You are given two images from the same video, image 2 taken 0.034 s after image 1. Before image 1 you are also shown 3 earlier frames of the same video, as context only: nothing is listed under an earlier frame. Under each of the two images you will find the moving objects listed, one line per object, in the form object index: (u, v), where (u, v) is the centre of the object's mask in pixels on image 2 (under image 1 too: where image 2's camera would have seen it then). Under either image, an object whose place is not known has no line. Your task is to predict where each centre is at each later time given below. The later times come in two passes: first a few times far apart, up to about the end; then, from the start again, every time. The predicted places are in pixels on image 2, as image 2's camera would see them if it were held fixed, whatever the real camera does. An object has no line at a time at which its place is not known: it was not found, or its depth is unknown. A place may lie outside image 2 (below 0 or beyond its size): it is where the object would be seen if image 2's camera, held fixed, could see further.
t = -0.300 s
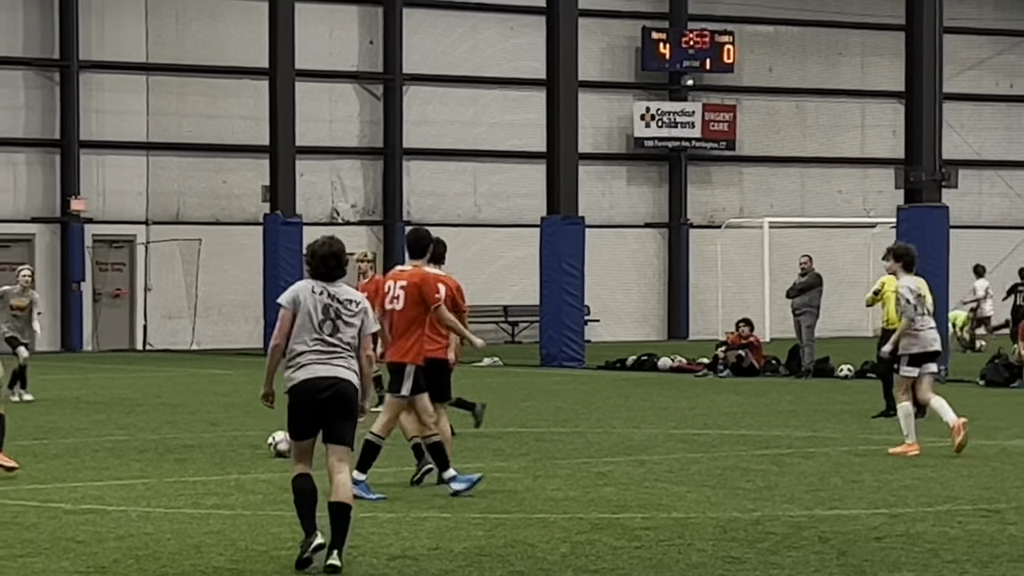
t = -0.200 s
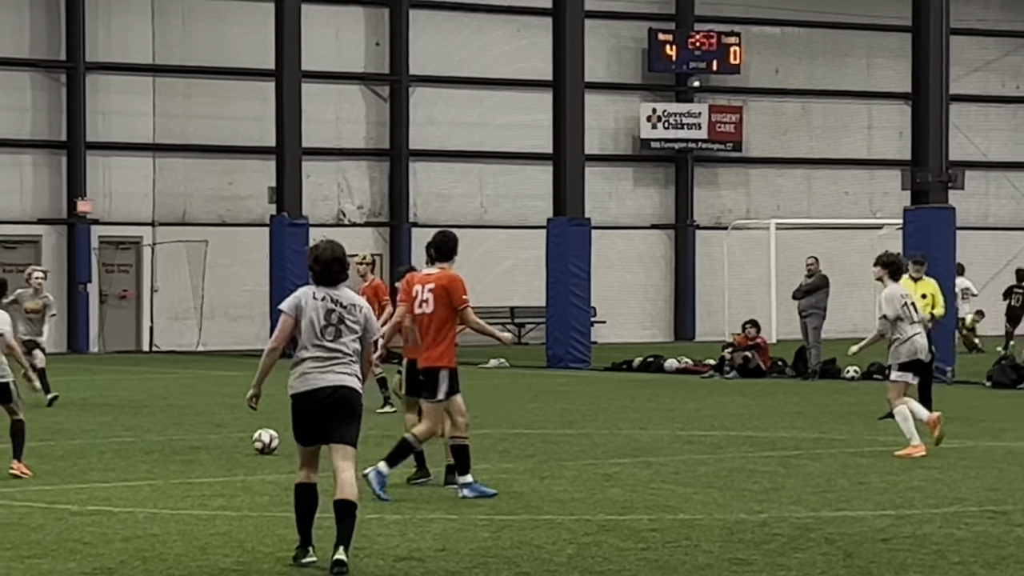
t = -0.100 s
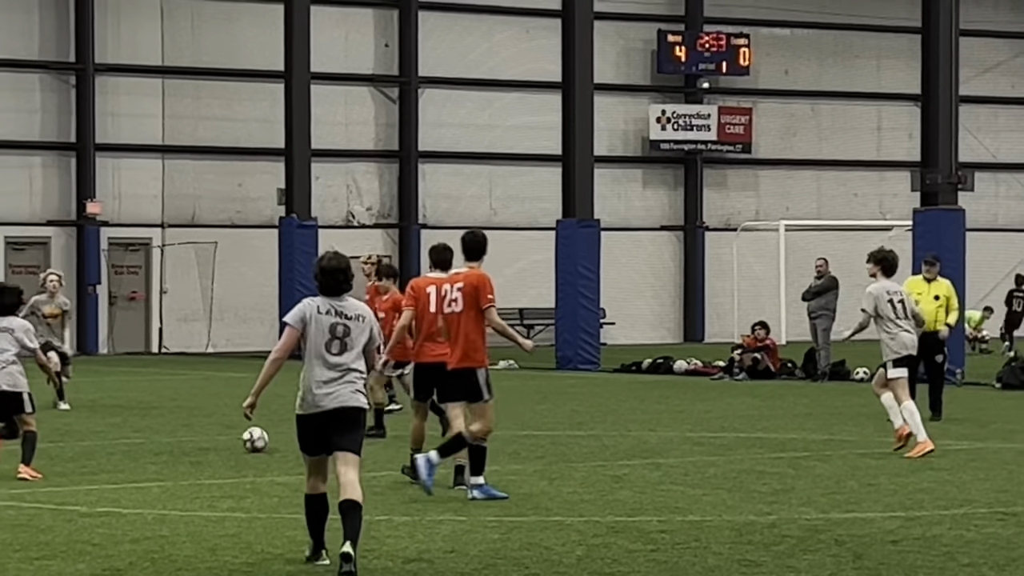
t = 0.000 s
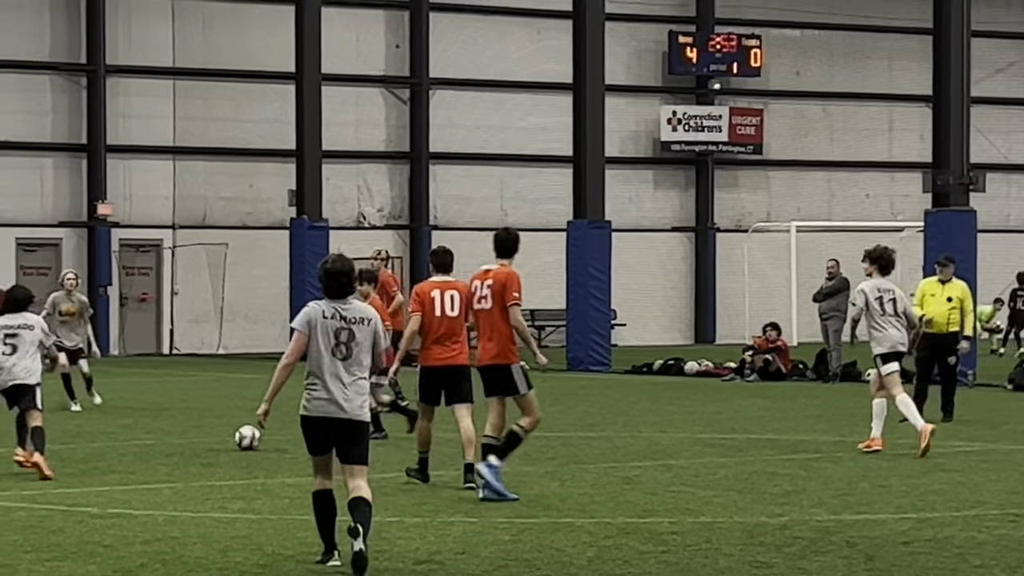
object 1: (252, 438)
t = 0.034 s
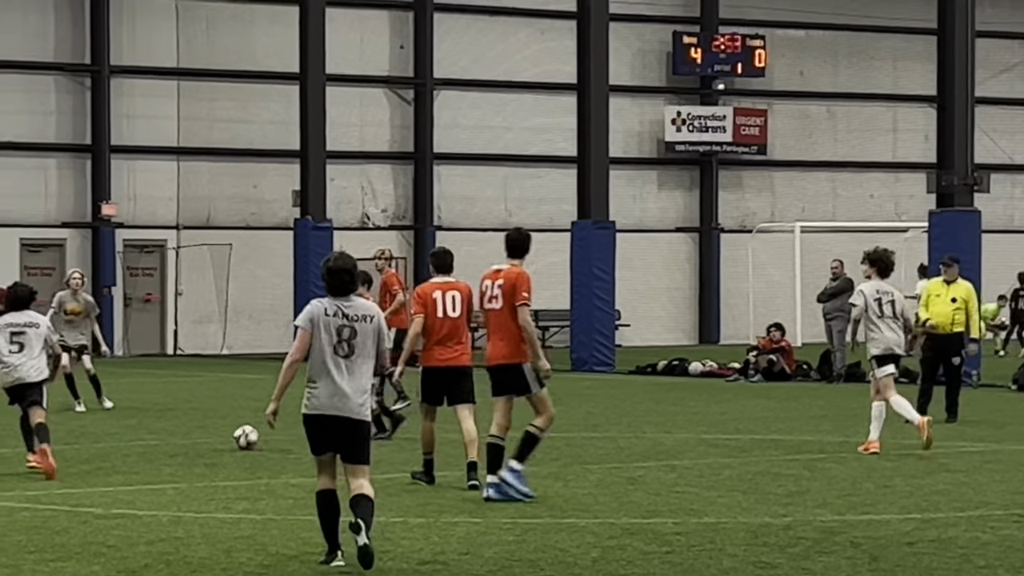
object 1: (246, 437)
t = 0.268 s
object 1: (208, 432)
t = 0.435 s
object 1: (183, 428)
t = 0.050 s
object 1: (243, 437)
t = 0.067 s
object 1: (240, 437)
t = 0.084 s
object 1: (237, 436)
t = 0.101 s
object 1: (235, 436)
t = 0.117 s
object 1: (232, 435)
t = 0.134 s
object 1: (230, 435)
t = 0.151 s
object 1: (227, 434)
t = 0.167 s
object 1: (224, 434)
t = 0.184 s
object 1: (222, 434)
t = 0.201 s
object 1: (219, 433)
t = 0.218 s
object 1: (216, 433)
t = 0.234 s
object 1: (213, 433)
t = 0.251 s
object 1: (210, 432)
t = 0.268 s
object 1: (208, 432)
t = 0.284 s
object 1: (205, 431)
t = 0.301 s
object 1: (203, 431)
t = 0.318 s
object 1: (200, 430)
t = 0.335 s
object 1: (197, 430)
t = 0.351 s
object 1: (195, 430)
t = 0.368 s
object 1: (192, 430)
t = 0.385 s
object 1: (190, 429)
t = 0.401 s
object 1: (187, 429)
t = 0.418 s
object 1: (185, 428)
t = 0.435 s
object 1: (183, 428)
